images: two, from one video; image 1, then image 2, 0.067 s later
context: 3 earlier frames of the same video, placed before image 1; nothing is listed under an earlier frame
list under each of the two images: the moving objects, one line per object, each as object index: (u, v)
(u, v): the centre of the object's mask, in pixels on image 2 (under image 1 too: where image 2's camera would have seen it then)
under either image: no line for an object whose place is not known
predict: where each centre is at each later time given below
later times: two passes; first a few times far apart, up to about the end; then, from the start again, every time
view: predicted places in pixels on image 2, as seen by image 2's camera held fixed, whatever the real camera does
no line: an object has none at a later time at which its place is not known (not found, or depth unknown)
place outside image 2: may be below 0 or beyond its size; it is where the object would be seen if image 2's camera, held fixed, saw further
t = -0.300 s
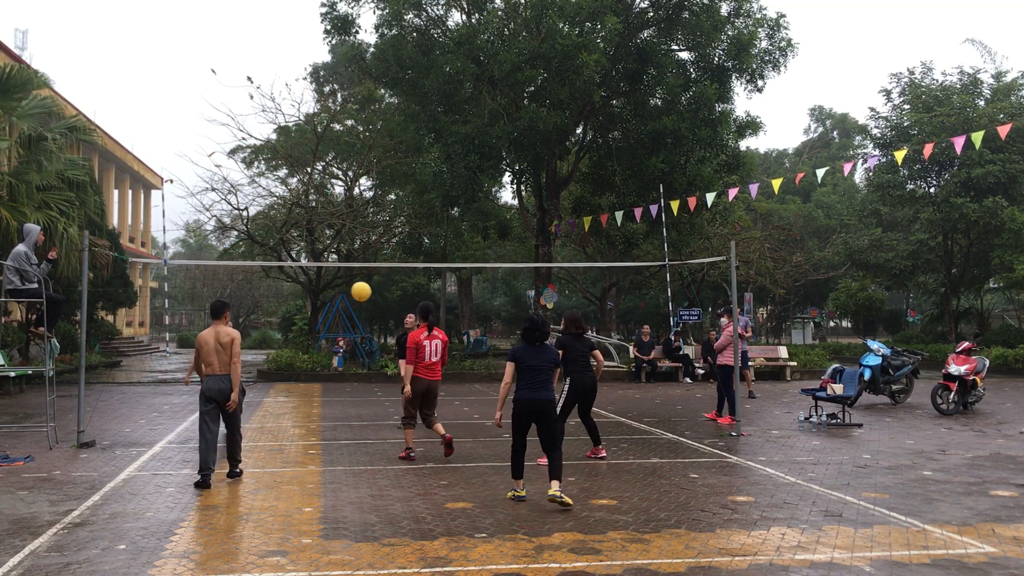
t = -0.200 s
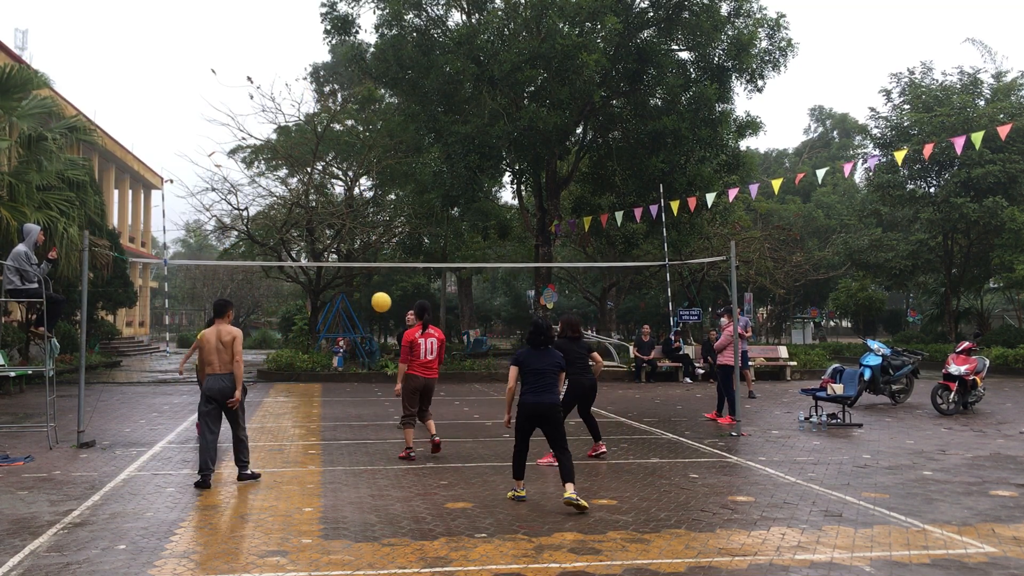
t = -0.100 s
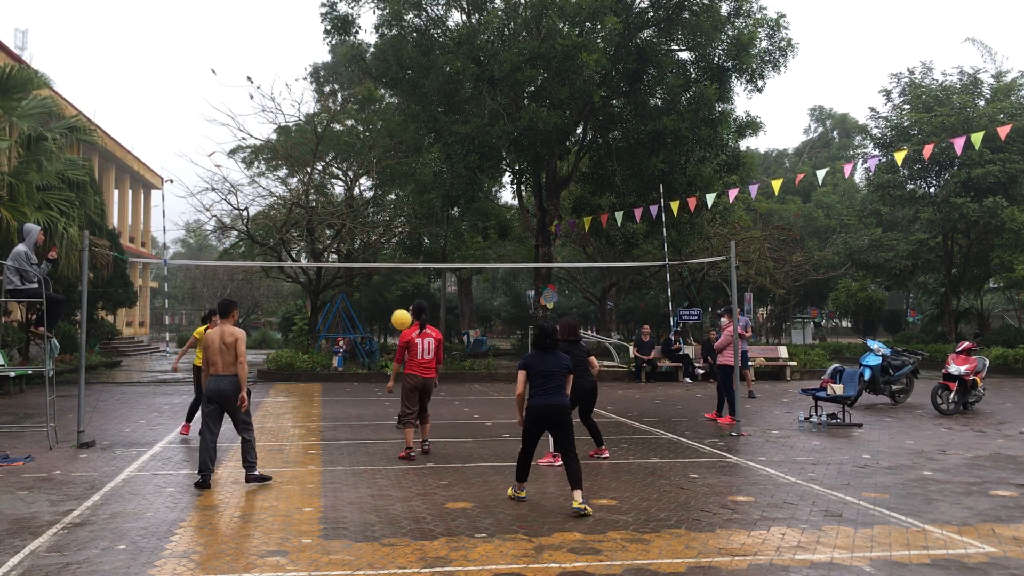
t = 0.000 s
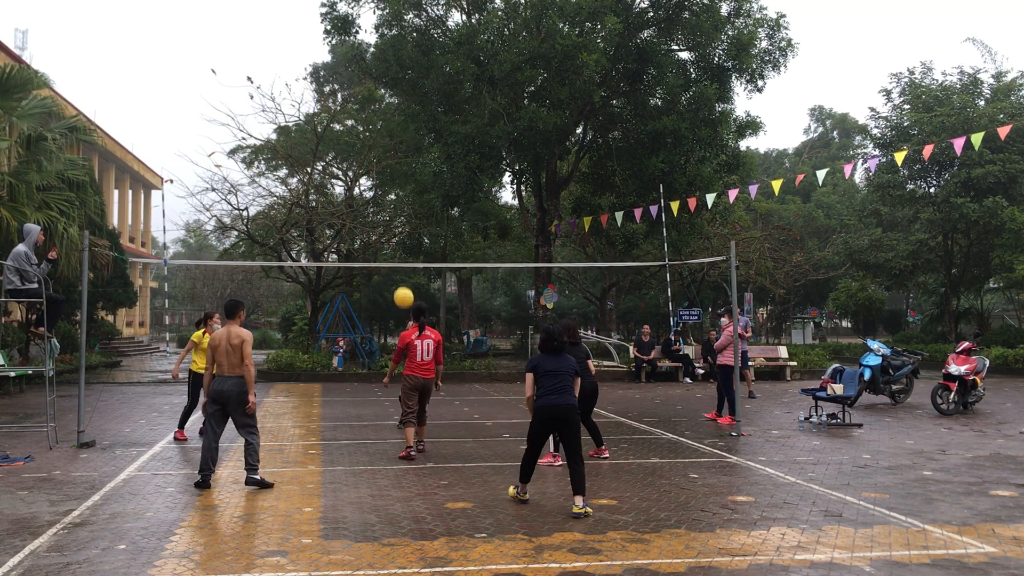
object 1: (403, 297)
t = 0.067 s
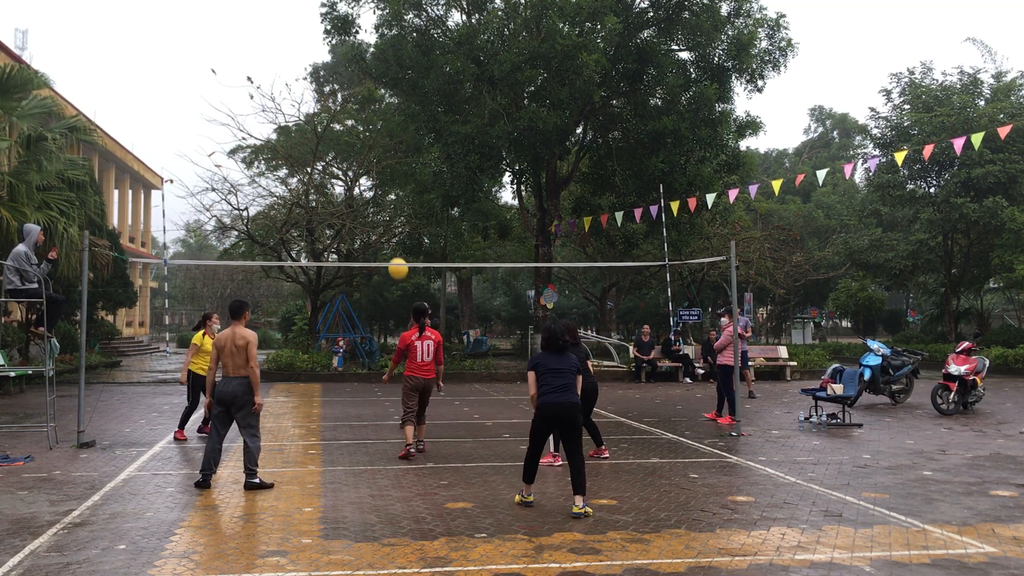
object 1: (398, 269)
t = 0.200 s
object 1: (387, 221)
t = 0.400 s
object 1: (368, 179)
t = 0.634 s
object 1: (347, 169)
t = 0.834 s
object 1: (328, 192)
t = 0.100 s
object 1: (395, 254)
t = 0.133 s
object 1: (392, 243)
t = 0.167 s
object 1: (389, 232)
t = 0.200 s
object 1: (387, 221)
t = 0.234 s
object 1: (384, 212)
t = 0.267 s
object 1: (381, 203)
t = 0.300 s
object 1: (378, 196)
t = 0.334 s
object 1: (375, 190)
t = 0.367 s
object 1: (372, 184)
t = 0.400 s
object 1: (368, 179)
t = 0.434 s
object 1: (365, 175)
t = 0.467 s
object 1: (362, 172)
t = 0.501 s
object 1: (359, 170)
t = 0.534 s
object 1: (356, 169)
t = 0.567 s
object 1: (352, 168)
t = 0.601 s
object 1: (350, 168)
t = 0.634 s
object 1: (347, 169)
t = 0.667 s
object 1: (343, 171)
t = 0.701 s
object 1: (340, 173)
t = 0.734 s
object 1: (337, 177)
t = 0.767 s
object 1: (334, 181)
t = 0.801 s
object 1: (331, 186)
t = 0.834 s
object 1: (328, 192)
